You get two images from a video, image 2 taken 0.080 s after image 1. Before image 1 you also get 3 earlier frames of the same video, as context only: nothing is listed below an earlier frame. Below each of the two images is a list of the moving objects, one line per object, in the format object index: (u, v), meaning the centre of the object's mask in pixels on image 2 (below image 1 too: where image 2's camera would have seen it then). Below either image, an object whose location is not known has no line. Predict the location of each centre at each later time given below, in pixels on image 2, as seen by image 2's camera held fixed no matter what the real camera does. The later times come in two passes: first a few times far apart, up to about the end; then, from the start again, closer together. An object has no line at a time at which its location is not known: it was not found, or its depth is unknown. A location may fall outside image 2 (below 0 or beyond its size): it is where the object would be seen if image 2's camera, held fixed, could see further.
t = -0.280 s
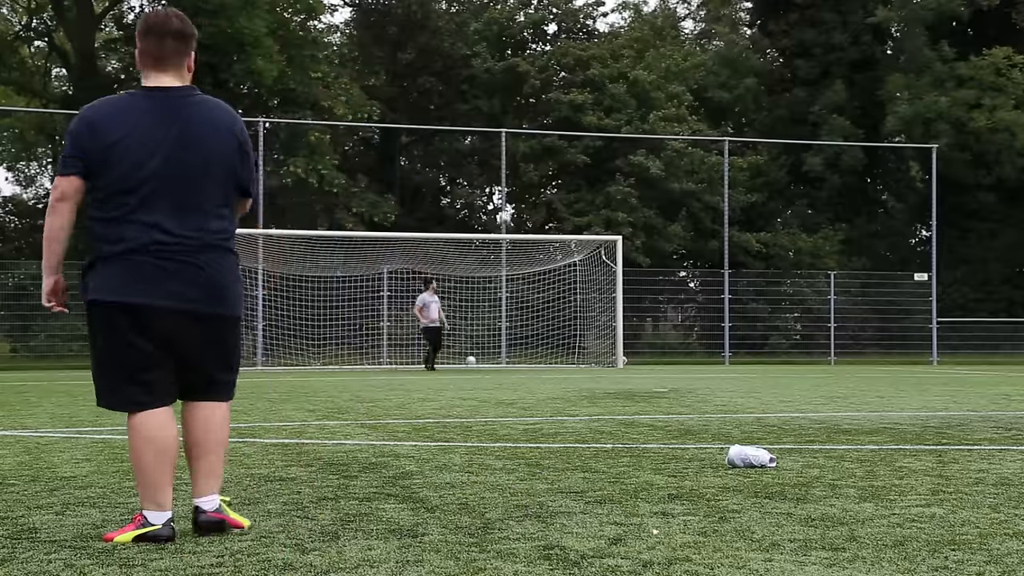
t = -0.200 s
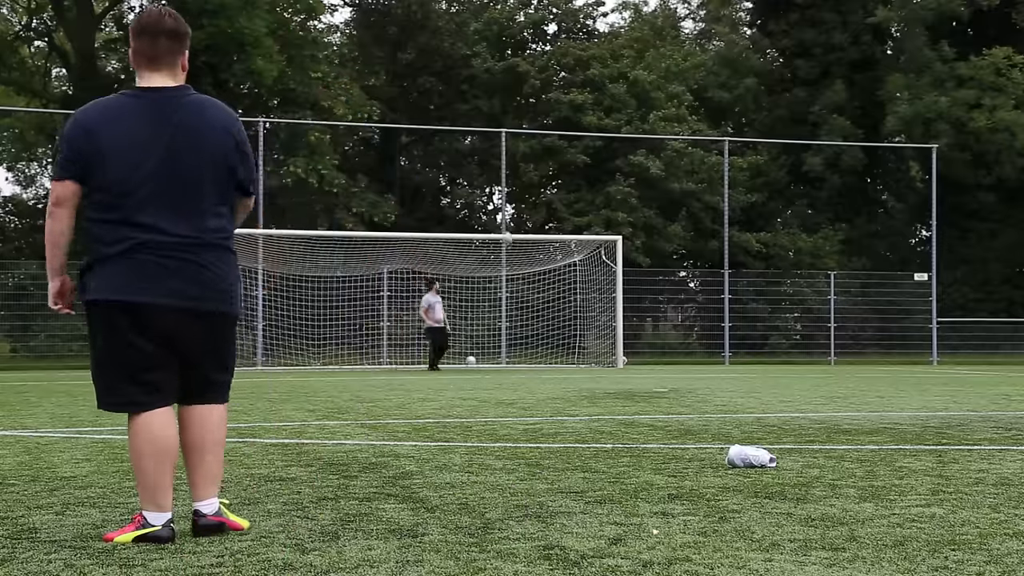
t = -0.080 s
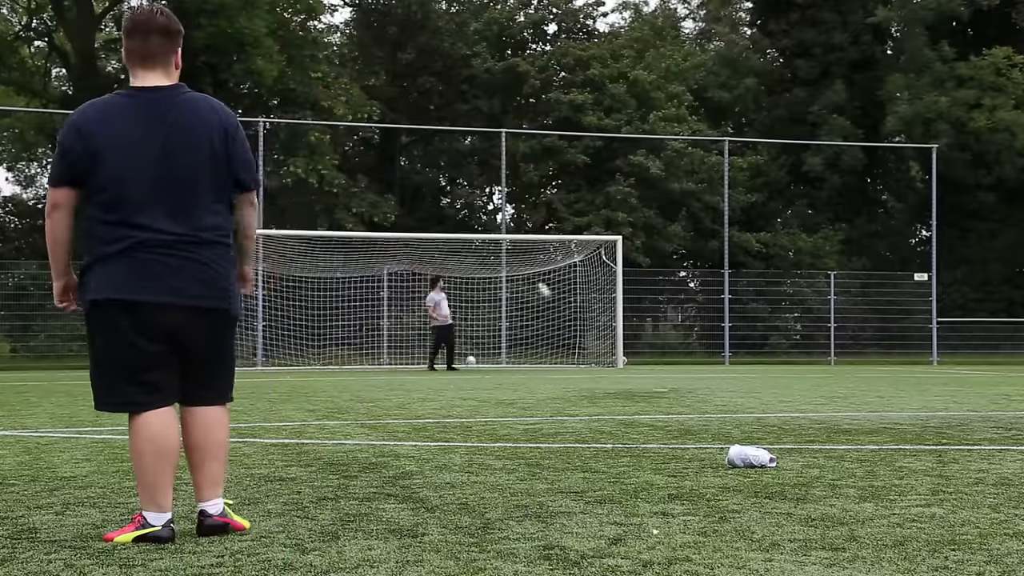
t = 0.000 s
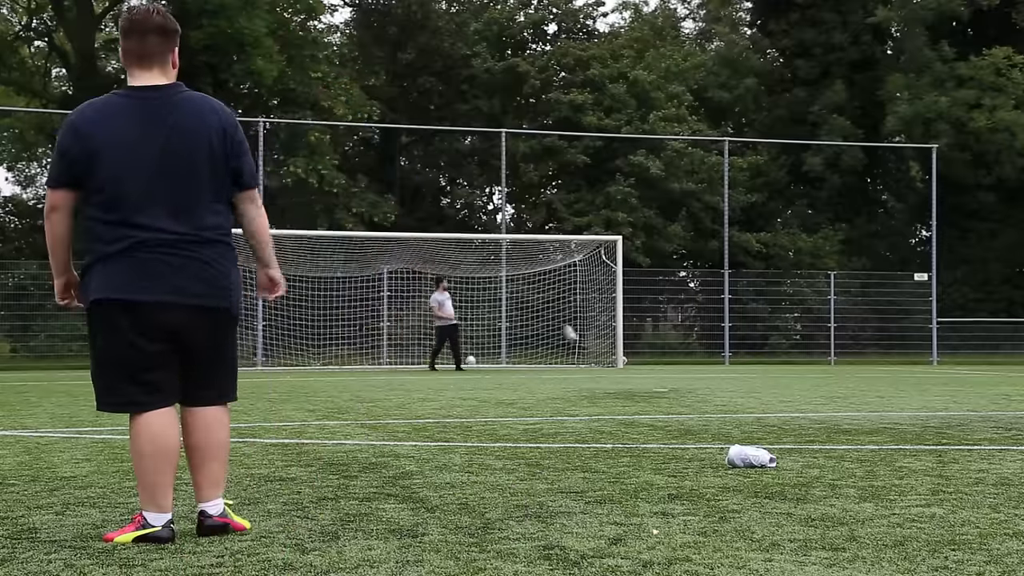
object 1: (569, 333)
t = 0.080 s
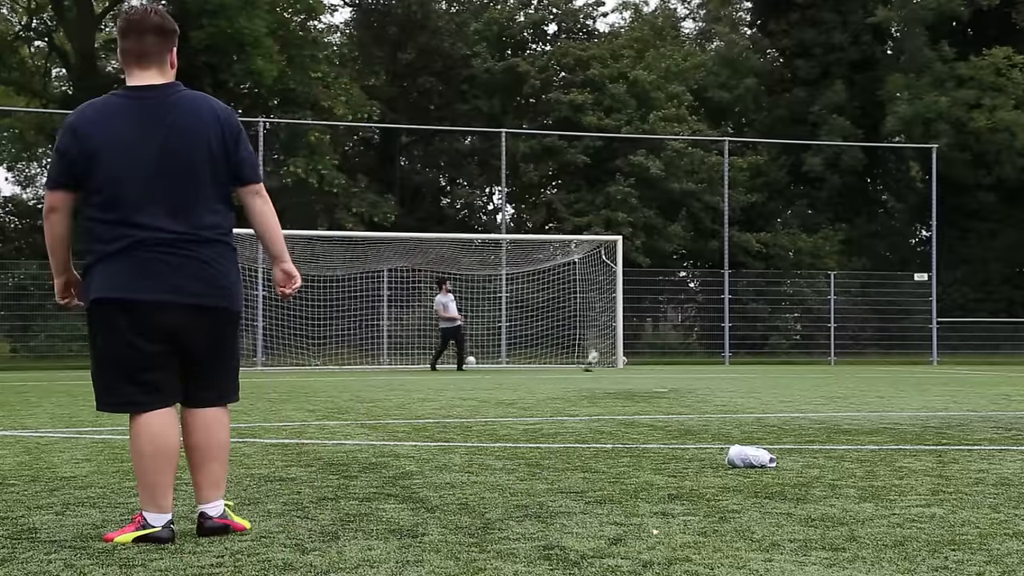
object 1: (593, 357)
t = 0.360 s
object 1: (633, 259)
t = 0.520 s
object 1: (658, 222)
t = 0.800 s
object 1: (705, 192)
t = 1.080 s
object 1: (759, 214)
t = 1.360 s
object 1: (816, 298)
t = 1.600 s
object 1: (874, 351)
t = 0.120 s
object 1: (598, 340)
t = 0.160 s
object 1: (603, 325)
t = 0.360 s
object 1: (633, 259)
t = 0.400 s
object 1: (639, 248)
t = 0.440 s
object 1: (645, 238)
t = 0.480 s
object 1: (651, 229)
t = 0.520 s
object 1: (658, 222)
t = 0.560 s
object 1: (664, 214)
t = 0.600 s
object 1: (671, 208)
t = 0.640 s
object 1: (678, 203)
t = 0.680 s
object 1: (684, 199)
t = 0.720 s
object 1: (691, 196)
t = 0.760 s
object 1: (698, 193)
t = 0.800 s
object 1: (705, 192)
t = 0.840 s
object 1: (713, 192)
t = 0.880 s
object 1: (720, 192)
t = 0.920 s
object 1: (727, 194)
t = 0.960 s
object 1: (735, 197)
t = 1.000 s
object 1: (743, 201)
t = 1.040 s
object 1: (751, 207)
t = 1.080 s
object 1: (759, 214)
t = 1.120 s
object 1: (766, 222)
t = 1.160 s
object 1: (774, 230)
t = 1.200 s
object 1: (783, 241)
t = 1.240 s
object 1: (791, 253)
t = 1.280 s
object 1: (799, 266)
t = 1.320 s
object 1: (808, 280)
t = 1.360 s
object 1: (816, 298)
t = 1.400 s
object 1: (824, 315)
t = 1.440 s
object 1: (834, 336)
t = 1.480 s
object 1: (843, 355)
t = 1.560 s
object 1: (863, 365)
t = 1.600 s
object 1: (874, 351)
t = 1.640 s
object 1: (885, 339)
